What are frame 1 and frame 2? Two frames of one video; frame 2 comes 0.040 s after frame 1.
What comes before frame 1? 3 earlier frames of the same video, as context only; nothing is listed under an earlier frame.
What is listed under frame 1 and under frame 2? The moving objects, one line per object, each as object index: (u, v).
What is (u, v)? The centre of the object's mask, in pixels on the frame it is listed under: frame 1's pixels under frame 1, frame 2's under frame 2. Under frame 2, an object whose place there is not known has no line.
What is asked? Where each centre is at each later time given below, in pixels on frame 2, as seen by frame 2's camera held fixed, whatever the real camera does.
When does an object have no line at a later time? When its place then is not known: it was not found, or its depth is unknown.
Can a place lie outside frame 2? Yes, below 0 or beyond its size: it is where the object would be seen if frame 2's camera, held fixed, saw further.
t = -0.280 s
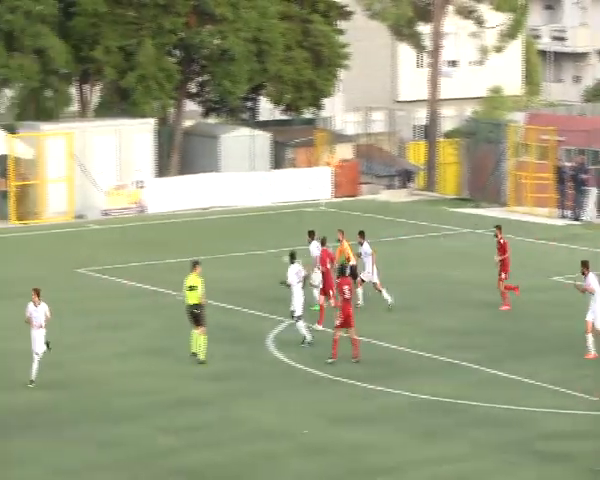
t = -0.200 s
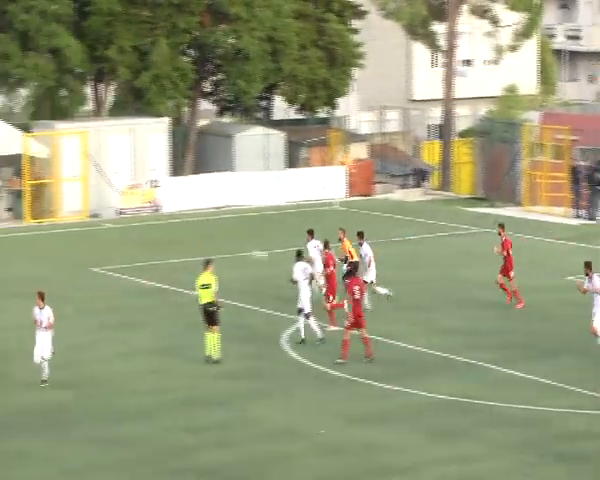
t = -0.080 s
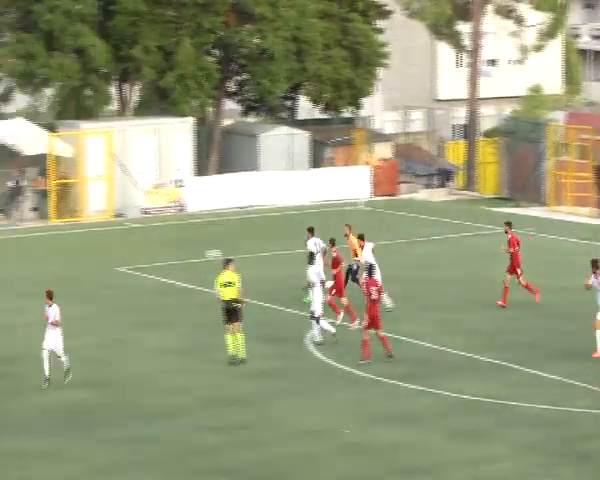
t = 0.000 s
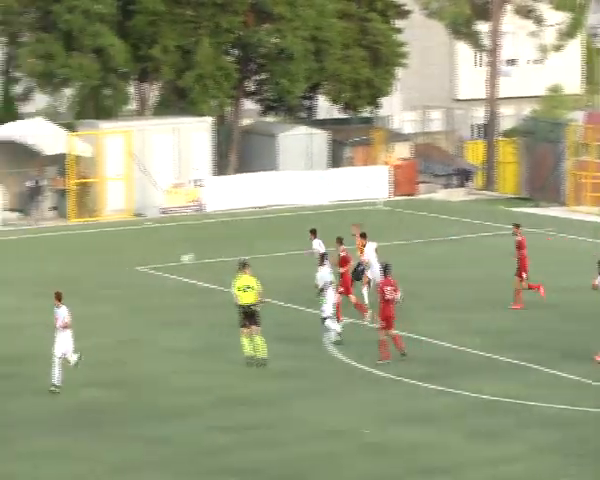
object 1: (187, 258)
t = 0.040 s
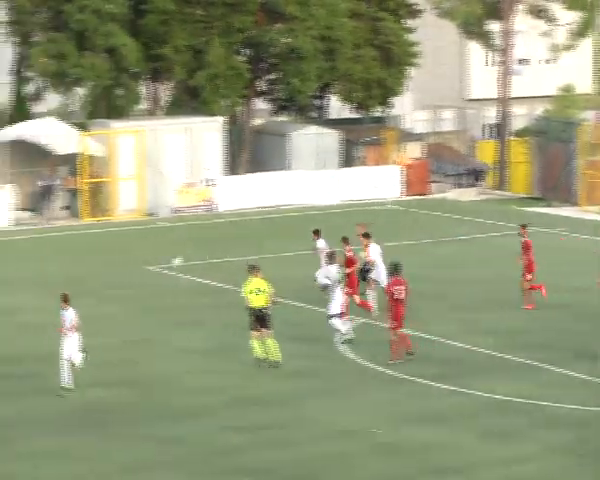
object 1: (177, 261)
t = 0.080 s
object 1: (154, 267)
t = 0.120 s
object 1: (133, 272)
